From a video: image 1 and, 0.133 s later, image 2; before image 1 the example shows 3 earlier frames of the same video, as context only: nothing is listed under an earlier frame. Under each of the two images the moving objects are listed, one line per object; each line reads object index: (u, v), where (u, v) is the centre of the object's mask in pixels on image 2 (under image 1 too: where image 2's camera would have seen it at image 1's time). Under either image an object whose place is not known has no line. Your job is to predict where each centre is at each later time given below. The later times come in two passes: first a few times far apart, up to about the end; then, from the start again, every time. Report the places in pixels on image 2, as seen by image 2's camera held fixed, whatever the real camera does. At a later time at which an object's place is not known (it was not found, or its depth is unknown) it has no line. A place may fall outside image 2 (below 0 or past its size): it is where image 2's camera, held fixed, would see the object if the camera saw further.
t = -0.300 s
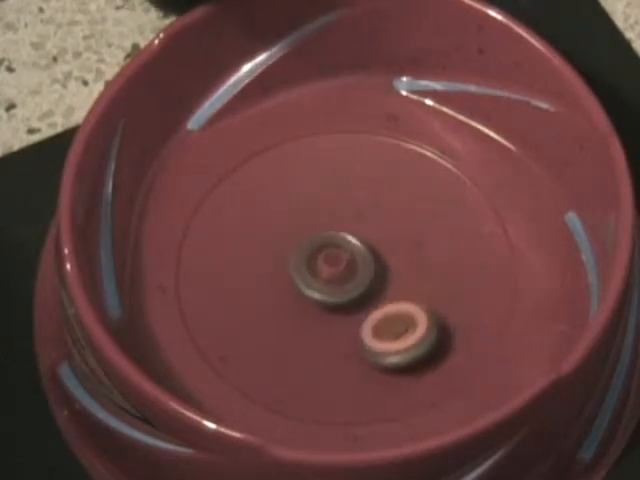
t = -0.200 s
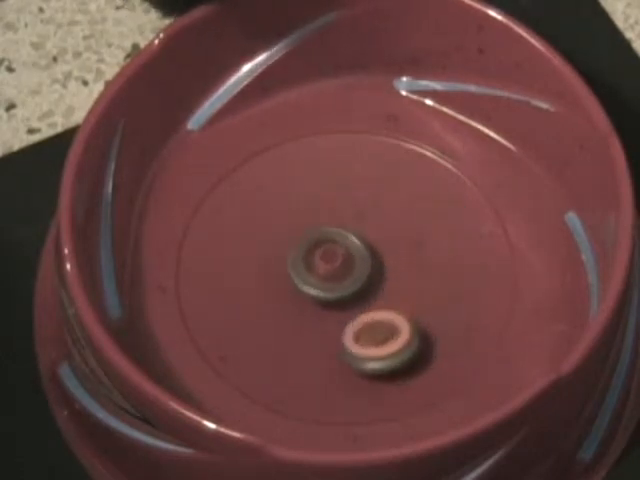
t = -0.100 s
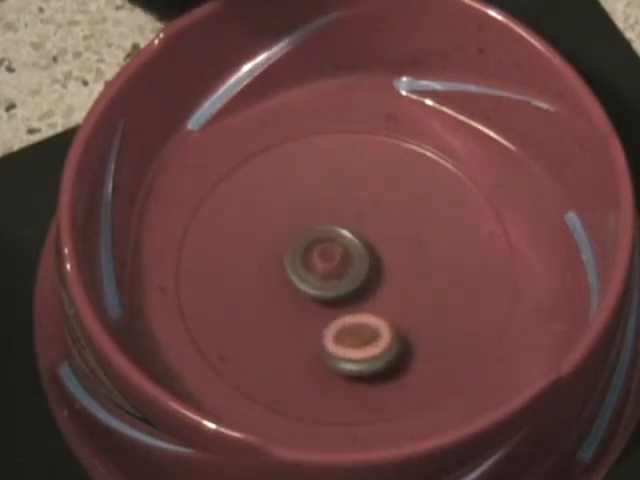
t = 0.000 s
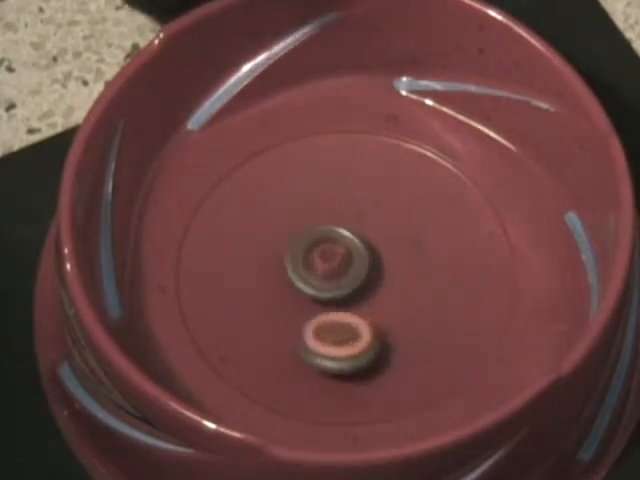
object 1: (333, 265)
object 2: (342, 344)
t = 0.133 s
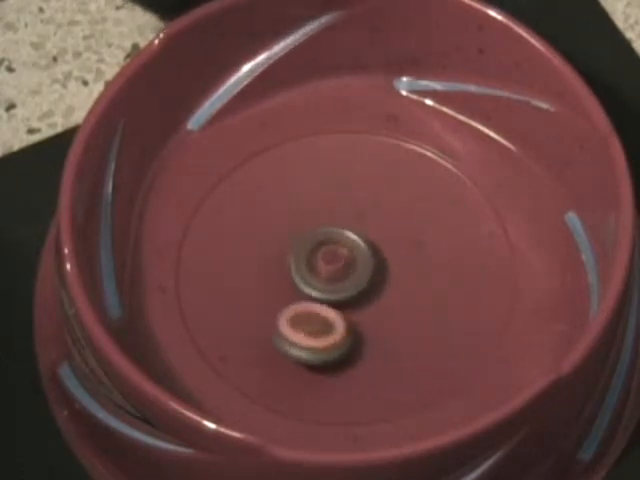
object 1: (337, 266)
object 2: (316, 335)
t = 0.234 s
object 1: (350, 258)
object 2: (291, 329)
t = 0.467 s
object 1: (372, 243)
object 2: (268, 298)
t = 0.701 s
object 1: (382, 243)
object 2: (273, 257)
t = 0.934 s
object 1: (377, 265)
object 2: (303, 223)
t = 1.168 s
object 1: (375, 290)
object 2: (350, 209)
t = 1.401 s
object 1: (371, 301)
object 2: (396, 216)
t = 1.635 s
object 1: (363, 296)
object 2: (429, 246)
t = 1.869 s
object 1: (346, 283)
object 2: (436, 286)
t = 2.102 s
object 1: (334, 269)
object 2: (414, 320)
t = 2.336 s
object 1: (335, 263)
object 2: (372, 337)
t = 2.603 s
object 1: (346, 260)
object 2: (316, 326)
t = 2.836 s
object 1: (374, 247)
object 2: (280, 302)
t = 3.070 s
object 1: (382, 248)
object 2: (273, 263)
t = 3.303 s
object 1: (380, 263)
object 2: (294, 228)
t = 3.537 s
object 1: (369, 284)
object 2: (337, 210)
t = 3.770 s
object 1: (352, 293)
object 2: (383, 216)
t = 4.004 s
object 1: (338, 295)
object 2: (418, 245)
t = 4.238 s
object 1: (345, 286)
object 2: (427, 287)
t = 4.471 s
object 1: (341, 267)
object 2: (409, 318)
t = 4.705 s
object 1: (341, 255)
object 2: (364, 328)
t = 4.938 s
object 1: (351, 252)
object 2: (316, 316)
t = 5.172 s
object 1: (380, 246)
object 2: (273, 295)
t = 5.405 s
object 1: (389, 255)
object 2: (273, 263)
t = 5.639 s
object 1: (378, 281)
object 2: (304, 230)
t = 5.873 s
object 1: (352, 296)
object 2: (355, 217)
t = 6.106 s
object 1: (330, 291)
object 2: (402, 231)
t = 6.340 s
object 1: (322, 276)
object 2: (429, 266)
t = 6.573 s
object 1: (338, 260)
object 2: (423, 307)
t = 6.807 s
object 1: (363, 256)
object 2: (386, 331)
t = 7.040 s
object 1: (383, 265)
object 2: (336, 330)
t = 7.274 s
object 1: (383, 280)
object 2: (298, 301)
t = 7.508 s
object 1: (362, 290)
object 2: (283, 256)
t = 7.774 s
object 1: (340, 283)
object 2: (309, 214)
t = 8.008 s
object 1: (338, 276)
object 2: (352, 204)
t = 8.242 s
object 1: (346, 282)
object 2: (398, 228)
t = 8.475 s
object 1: (340, 285)
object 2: (438, 280)
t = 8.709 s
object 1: (345, 280)
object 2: (440, 321)
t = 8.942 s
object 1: (348, 276)
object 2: (418, 340)
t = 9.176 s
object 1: (351, 268)
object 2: (374, 341)
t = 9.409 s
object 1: (363, 234)
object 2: (318, 323)
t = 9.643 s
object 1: (379, 233)
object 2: (279, 262)
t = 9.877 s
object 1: (373, 258)
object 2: (272, 223)
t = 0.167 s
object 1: (339, 266)
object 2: (308, 331)
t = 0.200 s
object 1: (344, 262)
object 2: (300, 331)
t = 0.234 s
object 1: (350, 258)
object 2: (291, 329)
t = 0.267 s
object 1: (354, 255)
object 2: (286, 327)
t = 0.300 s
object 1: (356, 251)
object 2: (282, 323)
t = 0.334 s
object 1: (359, 249)
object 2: (278, 318)
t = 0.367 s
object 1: (363, 247)
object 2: (274, 314)
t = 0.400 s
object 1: (366, 246)
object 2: (272, 308)
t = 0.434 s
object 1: (369, 244)
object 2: (270, 303)
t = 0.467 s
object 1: (372, 243)
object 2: (268, 298)
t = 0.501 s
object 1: (374, 241)
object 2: (267, 292)
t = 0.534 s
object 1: (377, 240)
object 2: (267, 286)
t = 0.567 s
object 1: (378, 239)
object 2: (267, 280)
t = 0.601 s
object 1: (380, 239)
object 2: (267, 274)
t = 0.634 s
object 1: (381, 239)
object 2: (269, 268)
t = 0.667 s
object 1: (382, 240)
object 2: (271, 263)
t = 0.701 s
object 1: (382, 243)
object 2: (273, 257)
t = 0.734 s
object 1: (380, 246)
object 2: (276, 251)
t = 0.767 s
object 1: (378, 249)
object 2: (280, 246)
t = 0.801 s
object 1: (377, 253)
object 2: (284, 241)
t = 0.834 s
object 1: (377, 256)
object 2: (288, 236)
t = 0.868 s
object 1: (377, 259)
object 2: (293, 232)
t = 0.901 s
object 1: (377, 262)
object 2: (297, 227)
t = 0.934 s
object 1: (377, 265)
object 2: (303, 223)
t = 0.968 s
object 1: (377, 268)
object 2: (309, 219)
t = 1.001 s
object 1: (376, 272)
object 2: (316, 216)
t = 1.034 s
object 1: (375, 275)
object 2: (322, 213)
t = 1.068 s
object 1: (375, 279)
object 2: (330, 212)
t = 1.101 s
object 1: (375, 284)
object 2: (337, 210)
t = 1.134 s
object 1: (375, 287)
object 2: (344, 210)
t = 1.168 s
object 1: (375, 290)
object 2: (350, 209)
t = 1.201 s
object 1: (376, 293)
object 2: (357, 208)
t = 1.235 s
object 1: (375, 295)
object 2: (364, 208)
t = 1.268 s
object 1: (375, 297)
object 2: (371, 209)
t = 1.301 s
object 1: (374, 298)
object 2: (377, 210)
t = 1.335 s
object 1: (374, 300)
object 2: (383, 212)
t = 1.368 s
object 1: (372, 300)
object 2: (389, 214)
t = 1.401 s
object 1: (371, 301)
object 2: (396, 216)
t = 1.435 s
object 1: (370, 301)
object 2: (402, 219)
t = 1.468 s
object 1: (370, 301)
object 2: (407, 223)
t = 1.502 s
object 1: (368, 300)
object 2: (413, 227)
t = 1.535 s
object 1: (367, 300)
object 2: (417, 231)
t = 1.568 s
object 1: (366, 299)
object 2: (422, 236)
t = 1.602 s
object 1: (364, 297)
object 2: (426, 240)
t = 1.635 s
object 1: (363, 296)
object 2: (429, 246)
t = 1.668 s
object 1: (361, 295)
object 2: (432, 251)
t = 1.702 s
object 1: (357, 292)
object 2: (434, 257)
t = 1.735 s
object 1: (356, 291)
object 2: (435, 263)
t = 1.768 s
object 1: (353, 289)
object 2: (436, 269)
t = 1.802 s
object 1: (350, 286)
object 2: (437, 274)
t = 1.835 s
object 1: (348, 283)
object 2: (436, 280)
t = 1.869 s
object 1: (346, 283)
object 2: (436, 286)
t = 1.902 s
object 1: (345, 279)
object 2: (435, 291)
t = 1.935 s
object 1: (343, 278)
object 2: (433, 297)
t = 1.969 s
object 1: (341, 276)
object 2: (430, 302)
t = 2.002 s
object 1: (339, 274)
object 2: (427, 308)
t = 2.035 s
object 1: (337, 273)
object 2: (422, 312)
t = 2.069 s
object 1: (335, 270)
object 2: (418, 316)
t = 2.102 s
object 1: (334, 269)
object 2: (414, 320)
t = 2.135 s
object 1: (333, 268)
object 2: (409, 324)
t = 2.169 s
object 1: (333, 267)
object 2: (404, 328)
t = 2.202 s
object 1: (333, 266)
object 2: (398, 331)
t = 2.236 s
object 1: (333, 265)
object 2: (392, 333)
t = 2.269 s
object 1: (334, 264)
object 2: (386, 335)
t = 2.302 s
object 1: (334, 264)
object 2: (378, 336)
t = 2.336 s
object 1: (335, 263)
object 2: (372, 337)
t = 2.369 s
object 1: (335, 263)
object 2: (367, 339)
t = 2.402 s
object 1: (337, 262)
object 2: (358, 338)
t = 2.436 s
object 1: (338, 262)
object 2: (350, 337)
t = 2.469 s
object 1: (339, 261)
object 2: (343, 335)
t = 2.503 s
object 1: (340, 260)
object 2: (336, 333)
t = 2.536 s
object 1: (342, 260)
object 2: (329, 331)
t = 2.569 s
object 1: (344, 260)
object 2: (323, 328)
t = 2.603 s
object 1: (346, 260)
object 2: (316, 326)
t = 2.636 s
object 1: (351, 257)
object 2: (308, 325)
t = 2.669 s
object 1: (357, 253)
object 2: (301, 323)
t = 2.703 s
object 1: (362, 251)
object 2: (295, 319)
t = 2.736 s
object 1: (365, 250)
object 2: (291, 315)
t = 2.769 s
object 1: (369, 249)
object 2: (286, 310)
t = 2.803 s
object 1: (371, 248)
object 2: (282, 306)
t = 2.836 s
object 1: (374, 247)
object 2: (280, 302)
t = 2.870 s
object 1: (375, 247)
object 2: (276, 296)
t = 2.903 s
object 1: (378, 248)
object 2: (275, 292)
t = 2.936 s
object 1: (379, 248)
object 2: (273, 286)
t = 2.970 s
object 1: (380, 247)
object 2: (272, 280)
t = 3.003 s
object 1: (381, 247)
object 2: (272, 275)
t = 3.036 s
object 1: (382, 248)
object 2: (272, 269)
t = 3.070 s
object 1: (382, 248)
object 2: (273, 263)
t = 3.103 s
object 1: (382, 250)
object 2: (274, 258)
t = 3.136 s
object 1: (381, 251)
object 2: (276, 252)
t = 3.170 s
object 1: (380, 254)
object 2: (279, 247)
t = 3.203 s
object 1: (380, 255)
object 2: (282, 242)
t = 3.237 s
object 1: (381, 258)
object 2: (284, 236)
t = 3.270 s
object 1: (380, 260)
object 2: (289, 232)
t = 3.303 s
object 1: (380, 263)
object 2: (294, 228)
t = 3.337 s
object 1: (378, 265)
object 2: (298, 224)
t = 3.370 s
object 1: (377, 268)
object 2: (305, 220)
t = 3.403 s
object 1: (375, 271)
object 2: (310, 217)
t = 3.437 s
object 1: (373, 275)
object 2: (316, 214)
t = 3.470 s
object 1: (371, 278)
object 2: (323, 212)
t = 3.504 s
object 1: (370, 281)
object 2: (330, 211)
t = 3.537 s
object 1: (369, 284)
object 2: (337, 210)
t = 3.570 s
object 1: (368, 287)
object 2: (344, 209)
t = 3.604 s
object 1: (366, 289)
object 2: (350, 209)
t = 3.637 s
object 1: (364, 292)
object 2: (356, 210)
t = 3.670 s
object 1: (360, 293)
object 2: (363, 211)
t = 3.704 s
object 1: (358, 294)
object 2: (370, 212)
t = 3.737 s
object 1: (354, 294)
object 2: (377, 214)
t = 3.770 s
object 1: (352, 293)
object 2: (383, 216)
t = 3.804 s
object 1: (349, 292)
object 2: (389, 219)
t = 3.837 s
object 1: (347, 292)
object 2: (395, 222)
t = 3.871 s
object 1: (346, 292)
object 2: (400, 226)
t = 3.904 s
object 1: (345, 292)
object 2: (405, 231)
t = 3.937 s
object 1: (342, 294)
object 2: (410, 235)
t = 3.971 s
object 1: (340, 295)
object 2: (414, 240)
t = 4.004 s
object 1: (338, 295)
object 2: (418, 245)
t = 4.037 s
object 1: (338, 295)
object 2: (421, 251)
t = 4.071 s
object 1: (338, 295)
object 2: (424, 256)
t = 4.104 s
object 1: (338, 294)
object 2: (425, 262)
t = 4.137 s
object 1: (339, 293)
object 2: (427, 268)
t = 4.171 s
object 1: (342, 292)
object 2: (427, 275)
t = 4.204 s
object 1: (343, 289)
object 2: (427, 280)
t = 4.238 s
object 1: (345, 286)
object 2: (427, 287)
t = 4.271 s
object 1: (345, 283)
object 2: (429, 291)
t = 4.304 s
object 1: (345, 280)
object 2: (428, 296)
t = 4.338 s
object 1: (343, 277)
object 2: (426, 300)
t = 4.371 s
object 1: (342, 273)
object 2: (423, 305)
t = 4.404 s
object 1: (341, 271)
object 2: (419, 309)
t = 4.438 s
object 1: (340, 268)
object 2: (414, 314)
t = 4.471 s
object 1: (341, 267)
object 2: (409, 318)
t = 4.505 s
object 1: (340, 264)
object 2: (403, 320)
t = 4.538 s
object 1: (340, 263)
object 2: (398, 322)
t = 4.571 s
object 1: (339, 260)
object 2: (392, 325)
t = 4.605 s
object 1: (339, 260)
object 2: (386, 327)
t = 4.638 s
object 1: (339, 257)
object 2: (379, 327)
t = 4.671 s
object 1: (341, 257)
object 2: (371, 328)
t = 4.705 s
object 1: (341, 255)
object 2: (364, 328)
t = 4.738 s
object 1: (342, 254)
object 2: (357, 328)
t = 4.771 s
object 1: (343, 254)
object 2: (351, 328)
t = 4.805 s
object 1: (344, 253)
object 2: (342, 327)
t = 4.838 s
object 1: (346, 252)
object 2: (336, 325)
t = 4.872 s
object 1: (347, 252)
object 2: (329, 322)
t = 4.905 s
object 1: (350, 252)
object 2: (322, 319)
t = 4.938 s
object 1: (351, 252)
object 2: (316, 316)
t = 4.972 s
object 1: (354, 251)
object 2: (309, 314)
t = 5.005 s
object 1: (363, 247)
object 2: (297, 315)
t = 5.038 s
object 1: (368, 246)
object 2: (290, 313)
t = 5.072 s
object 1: (370, 246)
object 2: (284, 310)
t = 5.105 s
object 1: (373, 246)
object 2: (280, 305)
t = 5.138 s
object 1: (377, 246)
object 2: (276, 301)
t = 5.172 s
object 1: (380, 246)
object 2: (273, 295)
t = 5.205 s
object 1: (383, 247)
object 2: (271, 291)
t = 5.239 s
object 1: (384, 247)
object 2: (270, 286)
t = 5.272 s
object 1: (386, 247)
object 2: (269, 281)
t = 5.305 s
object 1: (387, 249)
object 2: (269, 276)
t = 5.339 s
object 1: (389, 250)
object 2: (269, 271)
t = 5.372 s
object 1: (389, 252)
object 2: (271, 267)
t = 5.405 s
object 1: (389, 255)
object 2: (273, 263)
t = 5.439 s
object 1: (390, 258)
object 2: (276, 258)
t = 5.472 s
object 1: (389, 262)
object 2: (279, 253)
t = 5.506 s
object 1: (388, 266)
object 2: (284, 247)
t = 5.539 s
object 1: (387, 270)
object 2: (288, 243)
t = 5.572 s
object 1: (386, 273)
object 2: (293, 238)
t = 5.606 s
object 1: (383, 276)
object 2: (297, 234)
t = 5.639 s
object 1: (378, 281)
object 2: (304, 230)
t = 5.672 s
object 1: (373, 282)
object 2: (310, 226)
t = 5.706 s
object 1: (369, 287)
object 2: (317, 223)
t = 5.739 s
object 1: (367, 289)
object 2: (324, 221)
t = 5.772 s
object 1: (364, 292)
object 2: (332, 219)
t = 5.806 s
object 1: (359, 294)
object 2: (340, 218)
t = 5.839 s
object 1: (357, 295)
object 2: (348, 217)
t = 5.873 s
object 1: (352, 296)
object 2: (355, 217)
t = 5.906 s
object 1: (349, 297)
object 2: (362, 218)
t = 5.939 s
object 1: (347, 297)
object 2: (369, 219)
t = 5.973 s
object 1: (343, 296)
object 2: (377, 220)
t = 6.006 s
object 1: (341, 296)
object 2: (383, 222)
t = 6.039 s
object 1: (337, 295)
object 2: (390, 224)
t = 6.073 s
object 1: (334, 293)
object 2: (396, 227)
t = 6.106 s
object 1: (330, 291)
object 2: (402, 231)
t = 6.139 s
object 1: (328, 289)
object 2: (408, 235)
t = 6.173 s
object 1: (324, 286)
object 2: (413, 239)
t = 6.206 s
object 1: (322, 284)
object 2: (417, 244)
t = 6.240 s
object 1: (322, 282)
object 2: (421, 249)
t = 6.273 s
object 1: (321, 280)
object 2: (424, 254)
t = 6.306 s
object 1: (322, 277)
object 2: (426, 261)
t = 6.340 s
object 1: (322, 276)
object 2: (429, 266)
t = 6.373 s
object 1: (323, 273)
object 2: (430, 272)
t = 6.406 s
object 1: (325, 271)
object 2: (430, 278)
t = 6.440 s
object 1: (326, 269)
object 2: (430, 284)
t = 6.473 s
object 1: (328, 265)
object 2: (430, 290)
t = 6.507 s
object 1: (332, 264)
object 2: (428, 296)
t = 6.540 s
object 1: (334, 263)
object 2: (426, 302)
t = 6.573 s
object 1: (338, 260)
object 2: (423, 307)
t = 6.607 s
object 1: (340, 259)
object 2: (420, 312)
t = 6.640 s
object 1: (343, 257)
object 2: (413, 315)
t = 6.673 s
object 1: (348, 256)
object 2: (409, 319)
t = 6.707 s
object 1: (351, 255)
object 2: (404, 323)
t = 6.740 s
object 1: (356, 255)
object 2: (398, 326)
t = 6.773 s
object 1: (360, 256)
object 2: (392, 329)
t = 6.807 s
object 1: (363, 256)
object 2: (386, 331)
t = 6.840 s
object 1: (368, 257)
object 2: (380, 333)
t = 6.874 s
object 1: (371, 257)
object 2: (372, 334)
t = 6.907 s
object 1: (376, 259)
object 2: (365, 335)
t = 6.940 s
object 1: (378, 261)
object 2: (358, 334)
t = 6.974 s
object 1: (381, 262)
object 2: (351, 334)
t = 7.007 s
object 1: (381, 263)
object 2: (343, 332)
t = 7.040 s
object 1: (383, 265)
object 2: (336, 330)
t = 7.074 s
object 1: (385, 266)
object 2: (330, 327)
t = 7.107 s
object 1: (386, 269)
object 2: (323, 324)
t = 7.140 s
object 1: (385, 271)
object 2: (317, 320)
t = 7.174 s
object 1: (388, 273)
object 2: (312, 316)
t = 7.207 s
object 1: (387, 276)
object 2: (307, 311)
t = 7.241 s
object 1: (384, 278)
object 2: (302, 306)
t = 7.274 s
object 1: (383, 280)
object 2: (298, 301)
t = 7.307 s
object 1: (379, 283)
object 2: (293, 295)
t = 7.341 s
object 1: (377, 284)
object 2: (290, 289)
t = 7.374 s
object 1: (374, 286)
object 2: (287, 283)
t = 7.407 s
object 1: (370, 288)
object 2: (285, 276)
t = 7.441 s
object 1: (368, 288)
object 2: (283, 270)
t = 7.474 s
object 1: (366, 289)
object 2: (283, 263)
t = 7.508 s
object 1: (362, 290)
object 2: (283, 256)
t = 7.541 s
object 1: (360, 289)
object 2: (284, 250)
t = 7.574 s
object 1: (356, 289)
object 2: (286, 245)
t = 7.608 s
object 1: (353, 288)
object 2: (288, 239)
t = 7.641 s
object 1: (351, 288)
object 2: (291, 233)
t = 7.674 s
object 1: (347, 287)
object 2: (295, 228)
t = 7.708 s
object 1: (345, 286)
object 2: (299, 223)
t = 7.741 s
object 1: (343, 285)
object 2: (304, 218)
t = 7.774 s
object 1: (340, 283)
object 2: (309, 214)
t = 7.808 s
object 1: (340, 281)
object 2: (314, 211)
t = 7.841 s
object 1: (339, 280)
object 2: (320, 208)
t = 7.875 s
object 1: (339, 278)
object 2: (326, 206)
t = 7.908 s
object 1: (339, 278)
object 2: (332, 206)
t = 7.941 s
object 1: (338, 277)
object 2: (338, 205)
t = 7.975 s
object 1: (338, 276)
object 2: (345, 205)
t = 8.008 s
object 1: (338, 276)
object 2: (352, 204)
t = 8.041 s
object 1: (338, 277)
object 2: (359, 205)
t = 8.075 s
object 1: (338, 278)
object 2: (365, 208)
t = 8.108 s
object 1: (340, 281)
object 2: (373, 211)
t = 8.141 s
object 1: (341, 282)
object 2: (379, 215)
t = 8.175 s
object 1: (343, 282)
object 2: (385, 219)
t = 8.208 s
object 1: (345, 282)
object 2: (391, 223)
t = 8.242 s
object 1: (346, 282)
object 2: (398, 228)
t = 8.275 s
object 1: (345, 282)
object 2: (406, 235)
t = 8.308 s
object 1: (343, 283)
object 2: (415, 242)
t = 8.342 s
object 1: (343, 284)
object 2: (422, 249)
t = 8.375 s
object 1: (341, 284)
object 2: (427, 257)
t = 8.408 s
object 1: (340, 286)
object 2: (432, 265)
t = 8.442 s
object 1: (340, 286)
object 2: (435, 274)
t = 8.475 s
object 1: (340, 285)
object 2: (438, 280)
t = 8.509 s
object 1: (340, 285)
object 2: (439, 288)
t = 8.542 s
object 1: (341, 285)
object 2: (440, 296)
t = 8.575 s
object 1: (341, 284)
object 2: (441, 302)
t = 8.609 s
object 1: (342, 283)
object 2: (441, 308)
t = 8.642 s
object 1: (342, 283)
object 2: (441, 313)
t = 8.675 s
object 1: (343, 281)
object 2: (441, 317)
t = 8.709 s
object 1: (345, 280)
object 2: (440, 321)
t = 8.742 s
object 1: (346, 279)
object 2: (439, 324)
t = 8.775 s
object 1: (347, 277)
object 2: (437, 328)
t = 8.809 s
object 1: (348, 277)
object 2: (435, 331)
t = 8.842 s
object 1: (347, 277)
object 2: (431, 334)
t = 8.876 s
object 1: (348, 276)
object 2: (428, 336)
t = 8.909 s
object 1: (348, 276)
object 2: (423, 339)
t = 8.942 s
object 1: (348, 276)
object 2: (418, 340)
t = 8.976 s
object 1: (349, 275)
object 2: (412, 341)
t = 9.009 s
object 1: (350, 275)
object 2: (406, 341)
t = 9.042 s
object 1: (350, 276)
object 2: (400, 341)
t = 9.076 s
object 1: (349, 275)
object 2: (392, 339)
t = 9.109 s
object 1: (349, 275)
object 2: (385, 339)
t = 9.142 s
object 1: (351, 272)
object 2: (380, 340)
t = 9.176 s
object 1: (351, 268)
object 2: (374, 341)
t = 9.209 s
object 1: (352, 264)
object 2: (367, 339)
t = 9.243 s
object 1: (353, 262)
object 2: (360, 335)
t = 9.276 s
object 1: (354, 259)
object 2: (353, 330)
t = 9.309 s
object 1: (354, 250)
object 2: (343, 330)
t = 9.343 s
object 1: (359, 241)
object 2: (334, 331)
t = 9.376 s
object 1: (360, 234)
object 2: (325, 328)
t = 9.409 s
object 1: (363, 234)
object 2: (318, 323)
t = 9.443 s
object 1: (365, 230)
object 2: (311, 316)
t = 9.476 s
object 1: (369, 229)
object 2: (304, 308)
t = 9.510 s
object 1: (371, 229)
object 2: (298, 299)
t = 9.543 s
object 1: (368, 228)
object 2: (292, 290)
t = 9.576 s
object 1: (374, 229)
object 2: (286, 280)
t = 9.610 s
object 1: (378, 232)
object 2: (281, 271)
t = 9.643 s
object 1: (379, 233)
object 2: (279, 262)
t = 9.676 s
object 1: (380, 236)
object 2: (275, 254)
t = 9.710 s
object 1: (381, 239)
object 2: (274, 246)
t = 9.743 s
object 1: (382, 244)
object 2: (273, 240)
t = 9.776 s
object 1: (379, 249)
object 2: (272, 234)
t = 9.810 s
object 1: (378, 251)
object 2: (272, 230)
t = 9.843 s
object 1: (377, 254)
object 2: (272, 227)
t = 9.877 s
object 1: (373, 258)
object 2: (272, 223)
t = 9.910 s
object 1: (371, 262)
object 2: (272, 220)
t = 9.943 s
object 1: (366, 262)
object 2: (273, 218)
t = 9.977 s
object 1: (364, 265)
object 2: (275, 215)
